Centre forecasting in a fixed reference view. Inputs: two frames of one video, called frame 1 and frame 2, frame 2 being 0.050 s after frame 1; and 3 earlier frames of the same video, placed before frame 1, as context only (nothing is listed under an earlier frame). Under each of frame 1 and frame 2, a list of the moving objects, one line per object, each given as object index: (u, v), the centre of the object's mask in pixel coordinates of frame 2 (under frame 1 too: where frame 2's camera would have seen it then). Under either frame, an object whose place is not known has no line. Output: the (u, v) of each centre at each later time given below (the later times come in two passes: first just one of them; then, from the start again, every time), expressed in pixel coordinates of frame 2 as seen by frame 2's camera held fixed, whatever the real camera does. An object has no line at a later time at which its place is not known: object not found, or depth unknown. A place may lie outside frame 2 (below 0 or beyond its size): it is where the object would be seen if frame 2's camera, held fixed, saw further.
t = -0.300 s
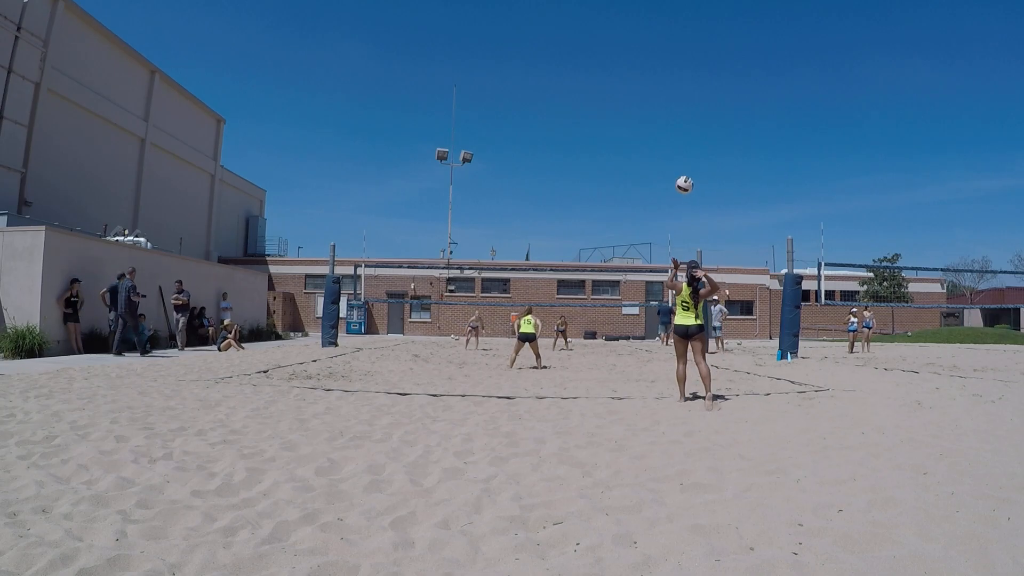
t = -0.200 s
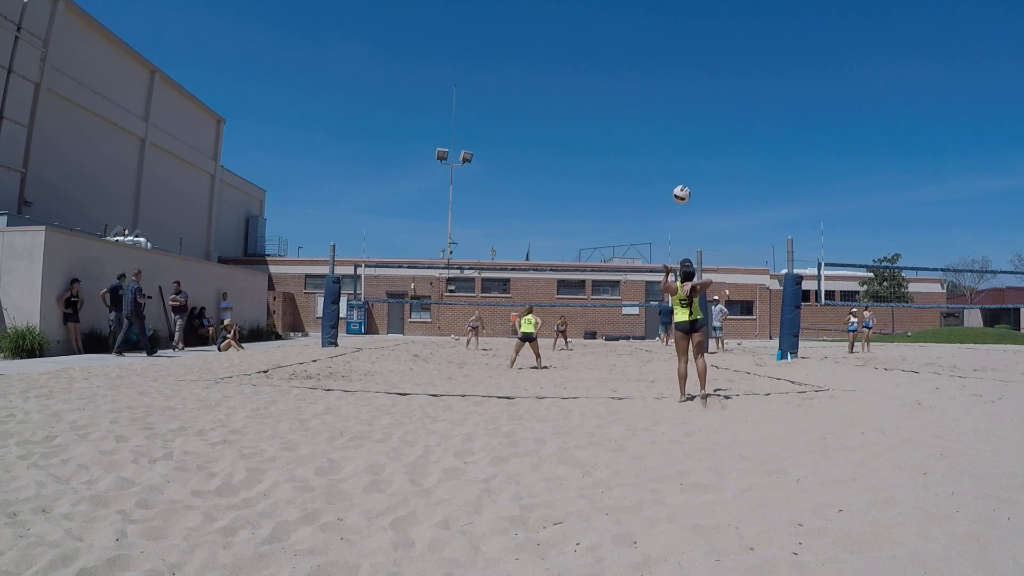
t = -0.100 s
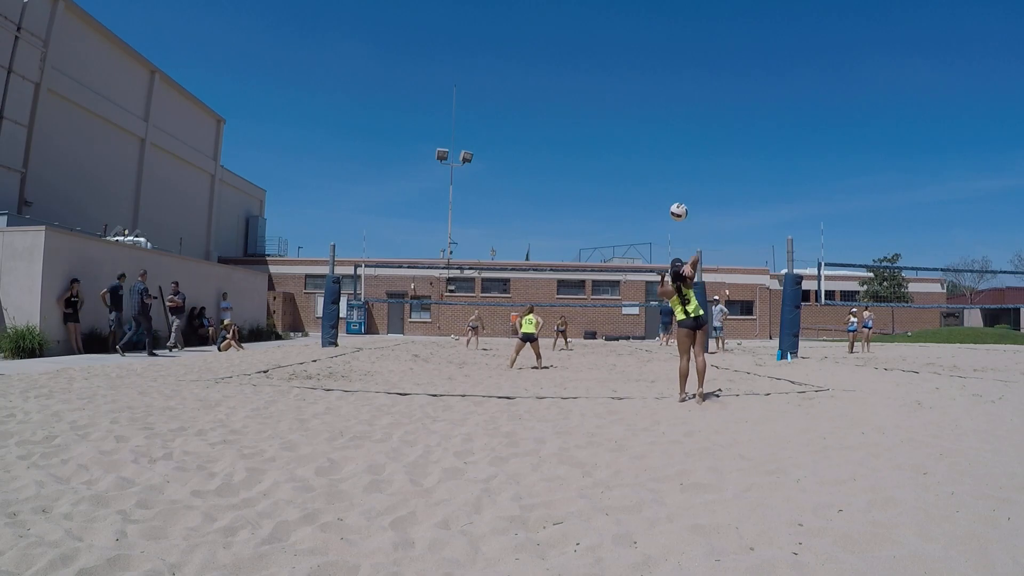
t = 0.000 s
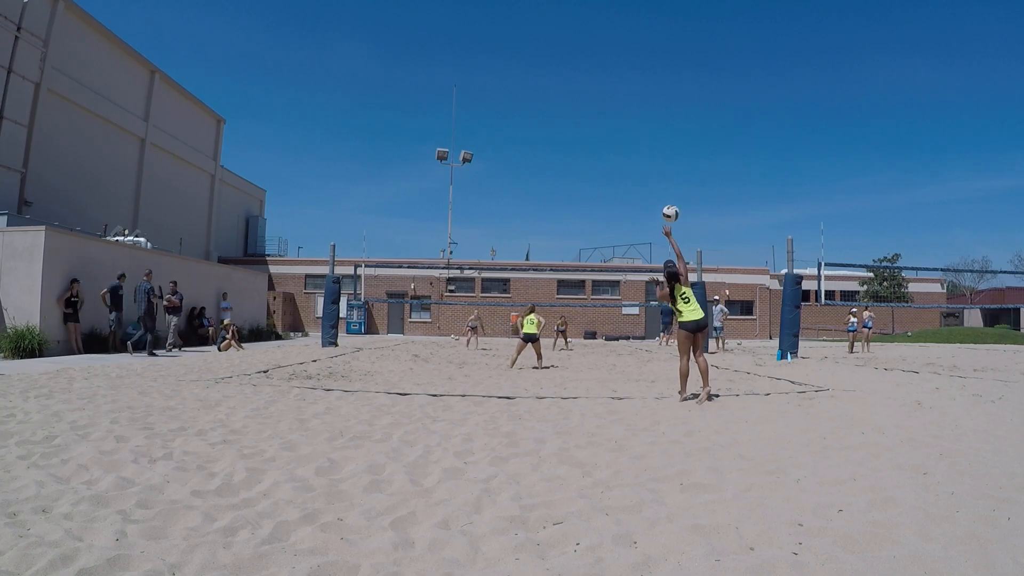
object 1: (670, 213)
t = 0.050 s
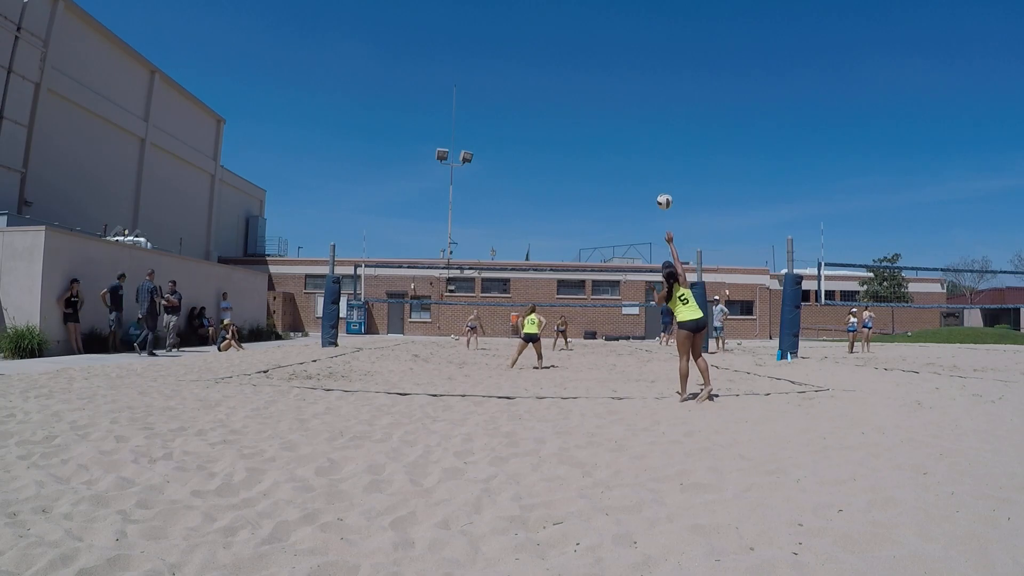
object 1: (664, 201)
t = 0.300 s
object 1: (642, 178)
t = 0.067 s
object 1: (662, 198)
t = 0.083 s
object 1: (660, 195)
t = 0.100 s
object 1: (659, 192)
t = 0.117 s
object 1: (657, 190)
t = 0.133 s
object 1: (655, 188)
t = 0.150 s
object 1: (654, 186)
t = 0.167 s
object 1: (652, 184)
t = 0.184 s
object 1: (651, 183)
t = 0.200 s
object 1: (650, 181)
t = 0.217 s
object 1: (648, 180)
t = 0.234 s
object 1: (647, 180)
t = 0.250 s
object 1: (645, 179)
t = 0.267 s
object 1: (644, 178)
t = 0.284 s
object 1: (643, 178)
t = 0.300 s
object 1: (642, 178)
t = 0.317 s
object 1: (641, 178)
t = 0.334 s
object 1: (640, 178)
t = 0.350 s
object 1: (639, 178)
